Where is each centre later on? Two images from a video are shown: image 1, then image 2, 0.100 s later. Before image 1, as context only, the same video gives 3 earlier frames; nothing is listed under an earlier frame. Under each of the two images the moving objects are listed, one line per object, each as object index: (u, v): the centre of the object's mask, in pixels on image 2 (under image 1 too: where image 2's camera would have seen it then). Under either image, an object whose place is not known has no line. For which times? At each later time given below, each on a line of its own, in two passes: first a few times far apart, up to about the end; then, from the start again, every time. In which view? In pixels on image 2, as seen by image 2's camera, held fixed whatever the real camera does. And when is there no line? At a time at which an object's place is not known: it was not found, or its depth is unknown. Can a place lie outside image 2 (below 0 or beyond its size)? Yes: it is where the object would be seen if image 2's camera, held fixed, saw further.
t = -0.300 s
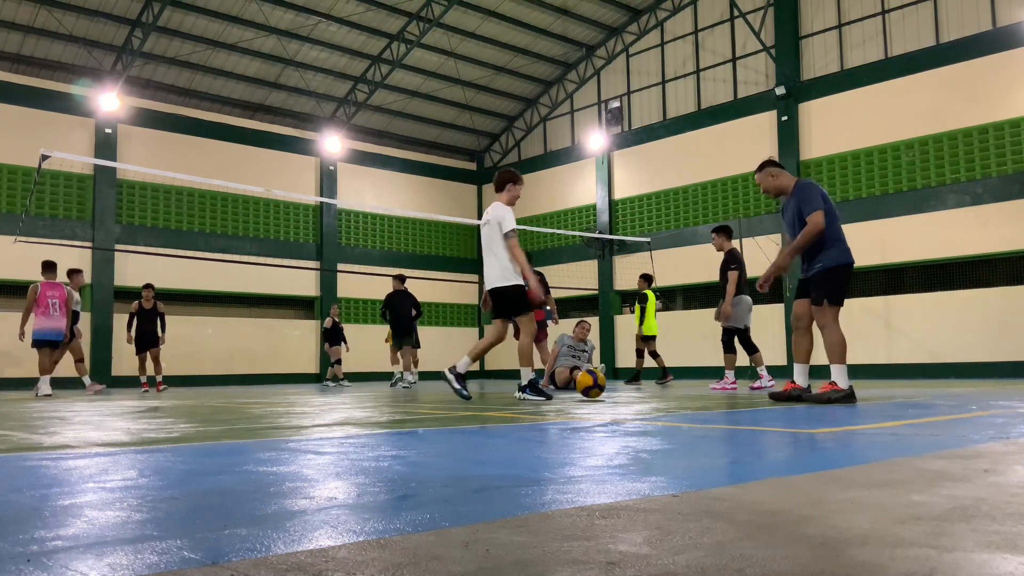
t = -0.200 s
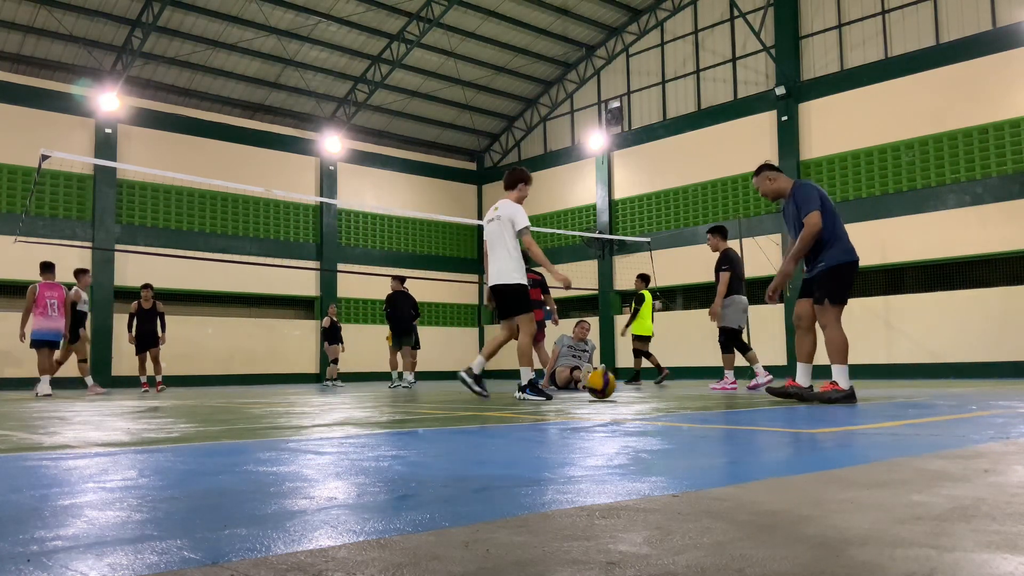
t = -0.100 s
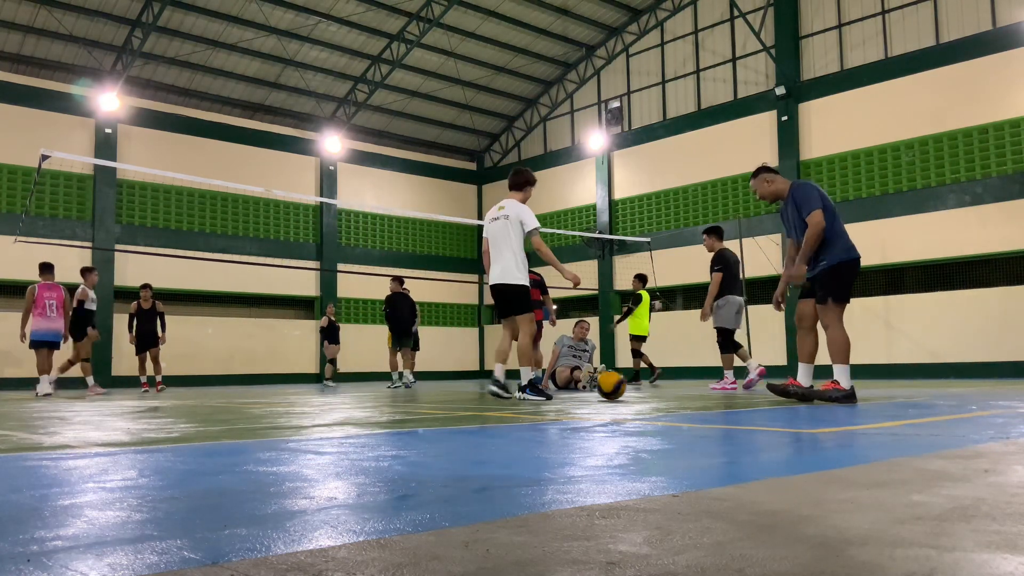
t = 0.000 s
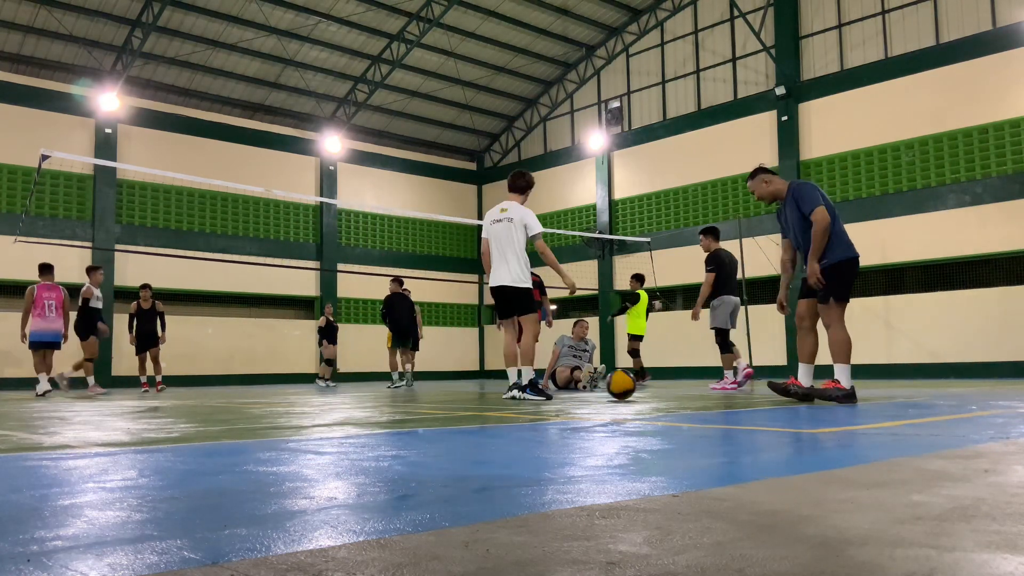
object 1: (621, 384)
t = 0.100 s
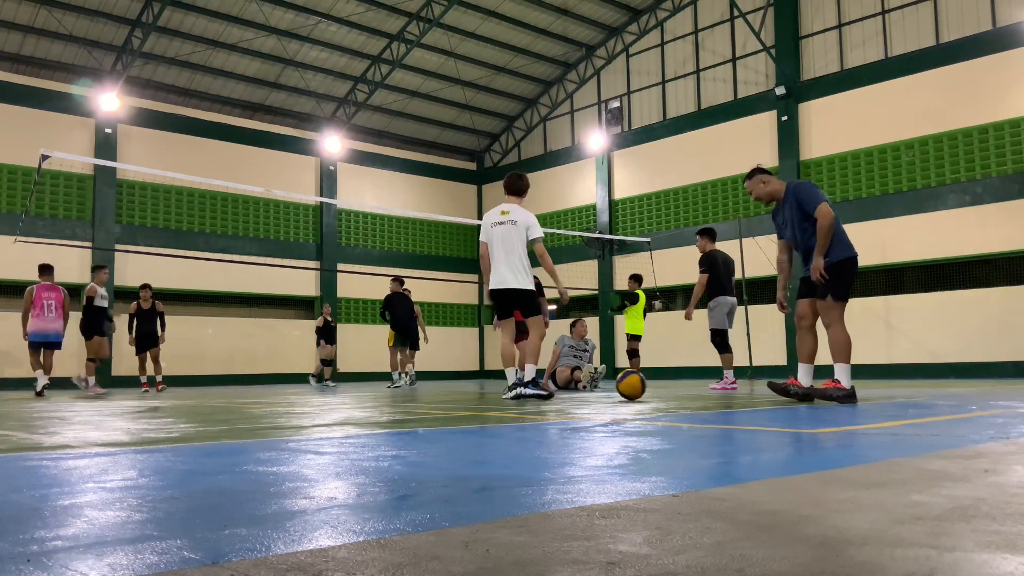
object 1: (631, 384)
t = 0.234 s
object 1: (645, 385)
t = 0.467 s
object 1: (669, 385)
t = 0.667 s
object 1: (690, 385)
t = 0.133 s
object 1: (634, 384)
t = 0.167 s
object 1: (638, 384)
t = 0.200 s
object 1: (641, 385)
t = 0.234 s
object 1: (645, 385)
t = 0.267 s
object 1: (648, 385)
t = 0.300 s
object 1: (652, 385)
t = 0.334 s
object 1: (655, 385)
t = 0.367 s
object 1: (658, 385)
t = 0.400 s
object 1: (662, 385)
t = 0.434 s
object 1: (665, 385)
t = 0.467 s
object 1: (669, 385)
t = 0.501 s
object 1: (673, 385)
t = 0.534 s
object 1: (676, 385)
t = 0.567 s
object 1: (680, 385)
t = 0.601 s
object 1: (683, 385)
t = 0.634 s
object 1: (687, 385)
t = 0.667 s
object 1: (690, 385)
